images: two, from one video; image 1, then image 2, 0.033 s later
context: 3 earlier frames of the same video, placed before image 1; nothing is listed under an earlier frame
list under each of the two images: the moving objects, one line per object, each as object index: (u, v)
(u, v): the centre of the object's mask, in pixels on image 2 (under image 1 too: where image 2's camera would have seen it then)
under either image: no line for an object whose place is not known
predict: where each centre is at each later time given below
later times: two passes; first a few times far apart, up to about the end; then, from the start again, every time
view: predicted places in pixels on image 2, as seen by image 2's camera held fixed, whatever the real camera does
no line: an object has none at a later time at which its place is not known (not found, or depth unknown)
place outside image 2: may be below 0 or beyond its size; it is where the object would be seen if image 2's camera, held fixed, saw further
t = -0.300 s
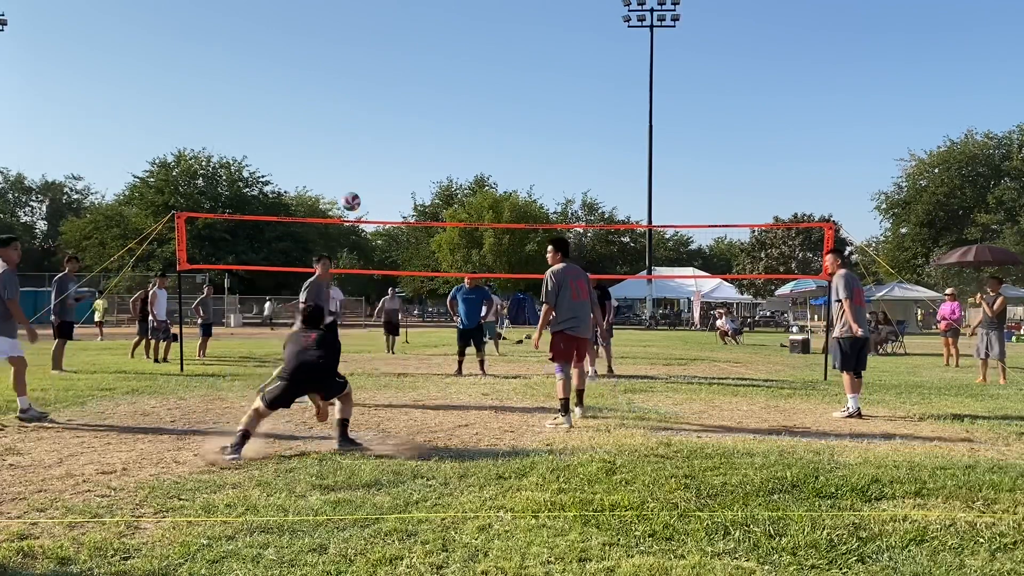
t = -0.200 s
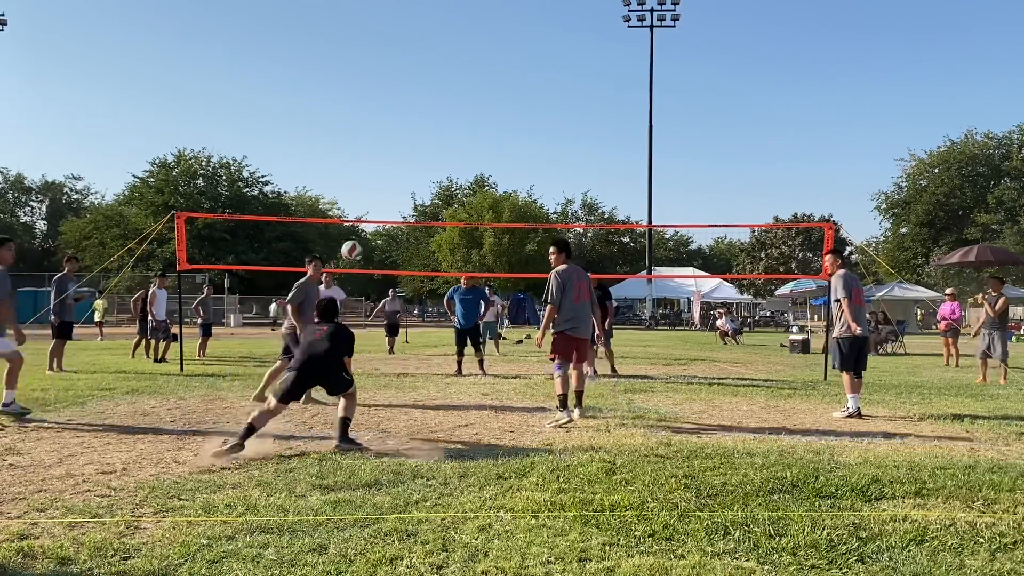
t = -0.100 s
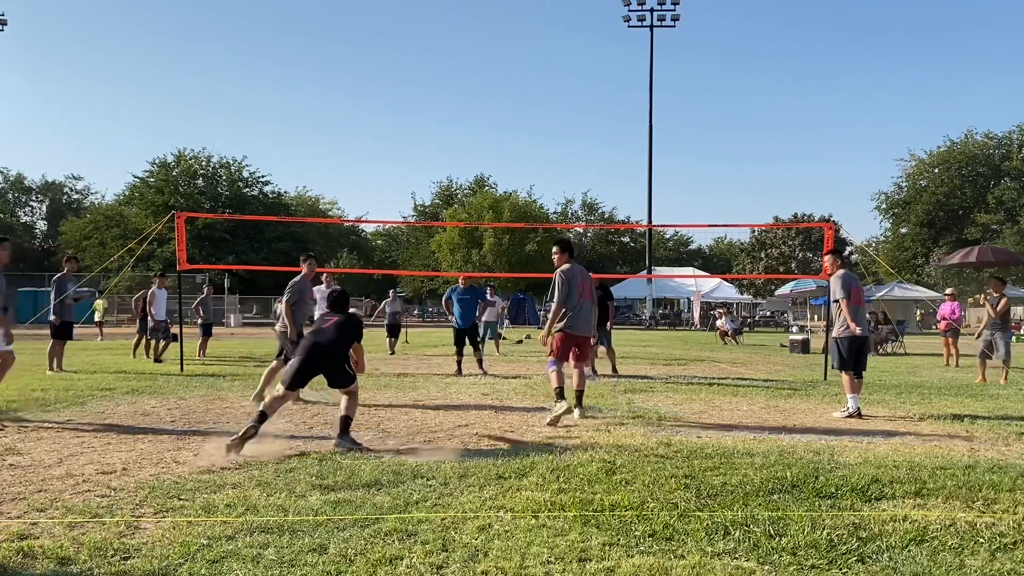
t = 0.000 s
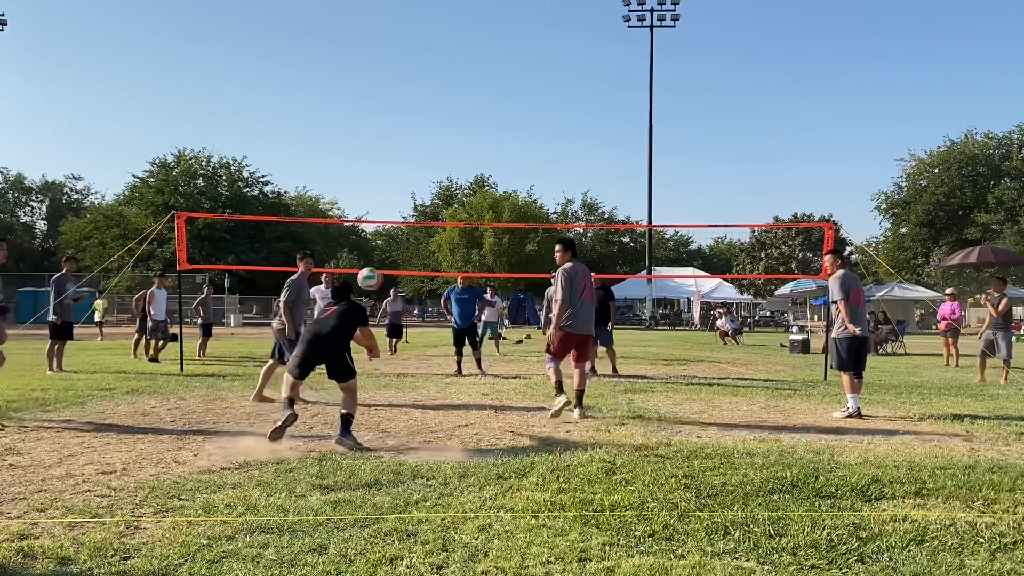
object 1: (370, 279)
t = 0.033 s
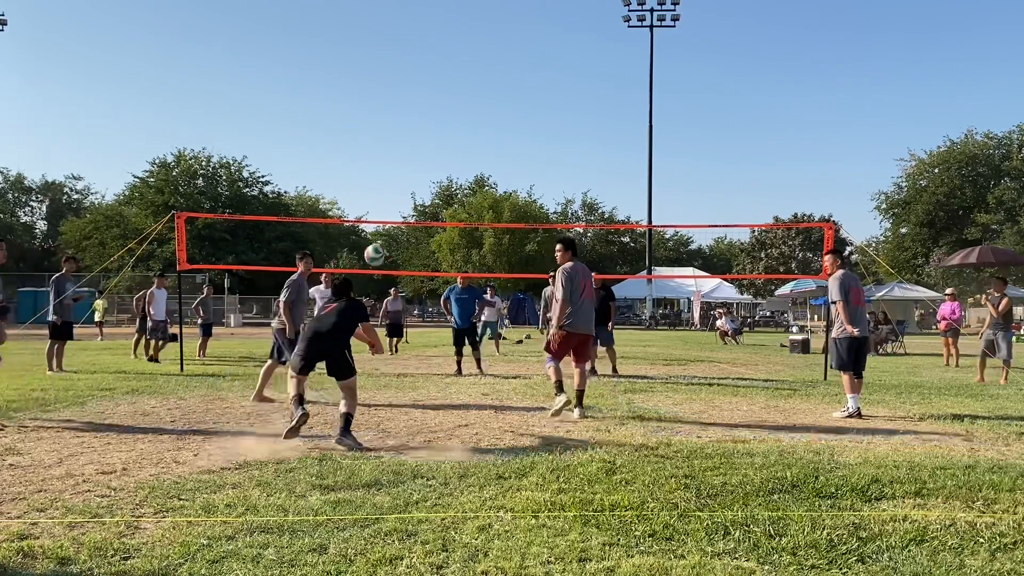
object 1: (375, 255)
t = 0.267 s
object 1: (416, 141)
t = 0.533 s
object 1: (450, 95)
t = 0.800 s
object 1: (478, 112)
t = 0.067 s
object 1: (382, 234)
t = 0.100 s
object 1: (389, 213)
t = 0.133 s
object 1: (394, 196)
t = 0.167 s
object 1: (400, 180)
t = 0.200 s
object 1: (406, 166)
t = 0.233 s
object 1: (411, 153)
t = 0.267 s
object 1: (416, 141)
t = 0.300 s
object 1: (421, 132)
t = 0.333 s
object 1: (426, 123)
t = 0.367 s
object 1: (430, 115)
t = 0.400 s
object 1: (434, 109)
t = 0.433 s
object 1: (438, 104)
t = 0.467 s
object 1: (442, 100)
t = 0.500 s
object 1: (446, 97)
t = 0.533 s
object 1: (450, 95)
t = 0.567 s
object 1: (454, 94)
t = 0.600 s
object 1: (458, 94)
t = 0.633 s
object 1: (462, 95)
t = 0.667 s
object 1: (465, 97)
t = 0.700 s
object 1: (469, 99)
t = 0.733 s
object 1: (472, 103)
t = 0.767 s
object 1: (475, 107)
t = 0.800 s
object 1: (478, 112)
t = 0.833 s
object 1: (481, 118)
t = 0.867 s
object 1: (484, 124)
